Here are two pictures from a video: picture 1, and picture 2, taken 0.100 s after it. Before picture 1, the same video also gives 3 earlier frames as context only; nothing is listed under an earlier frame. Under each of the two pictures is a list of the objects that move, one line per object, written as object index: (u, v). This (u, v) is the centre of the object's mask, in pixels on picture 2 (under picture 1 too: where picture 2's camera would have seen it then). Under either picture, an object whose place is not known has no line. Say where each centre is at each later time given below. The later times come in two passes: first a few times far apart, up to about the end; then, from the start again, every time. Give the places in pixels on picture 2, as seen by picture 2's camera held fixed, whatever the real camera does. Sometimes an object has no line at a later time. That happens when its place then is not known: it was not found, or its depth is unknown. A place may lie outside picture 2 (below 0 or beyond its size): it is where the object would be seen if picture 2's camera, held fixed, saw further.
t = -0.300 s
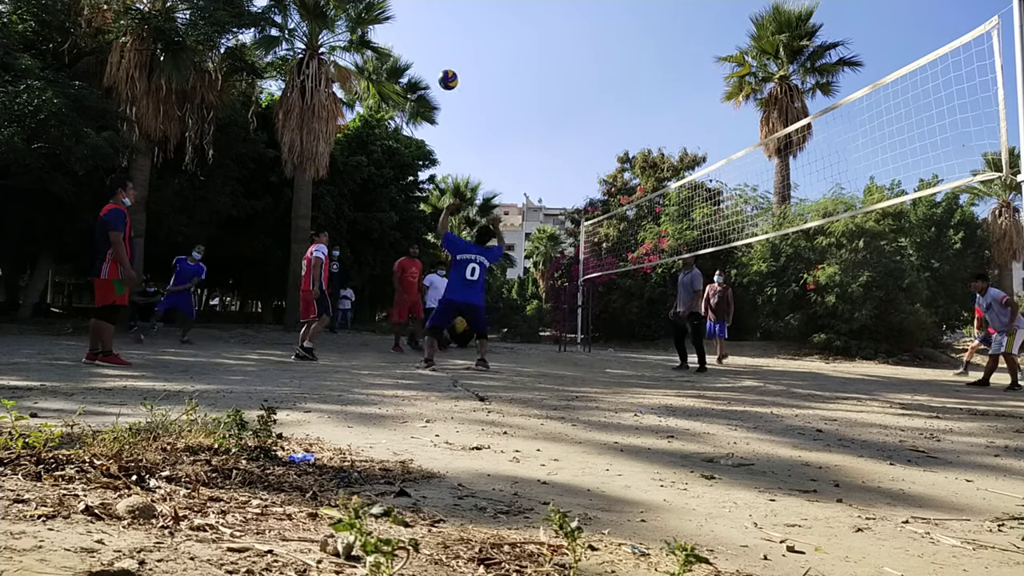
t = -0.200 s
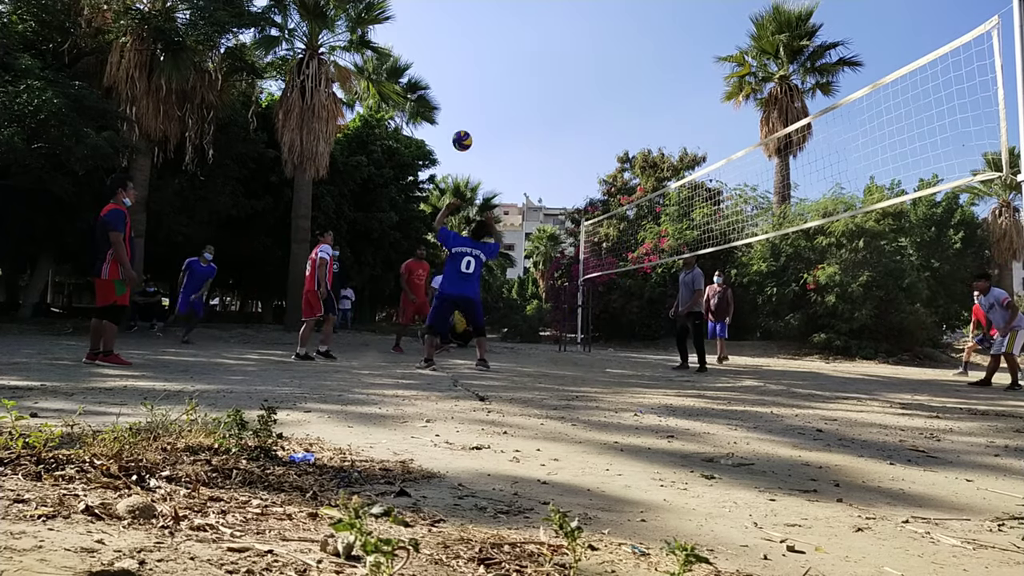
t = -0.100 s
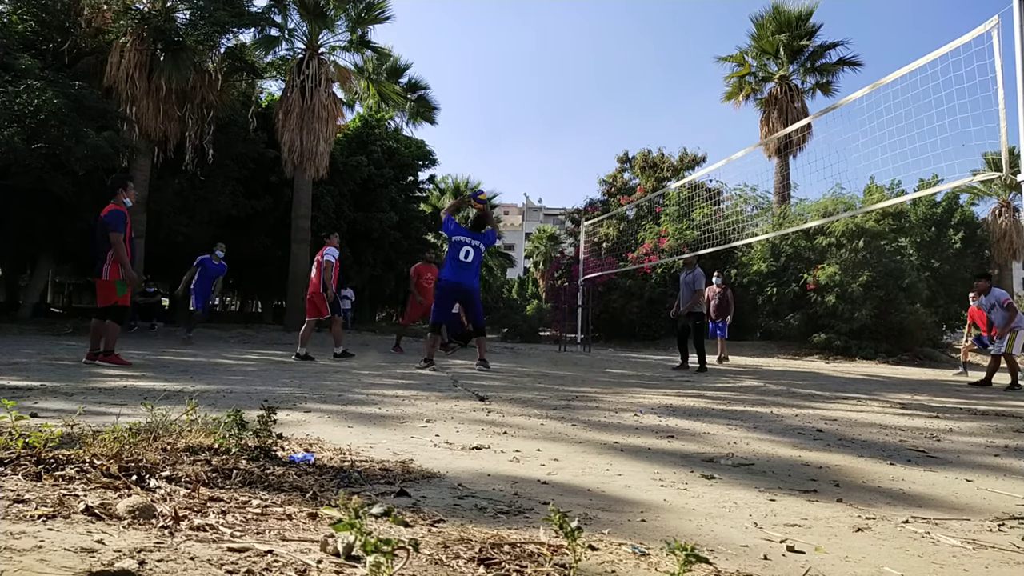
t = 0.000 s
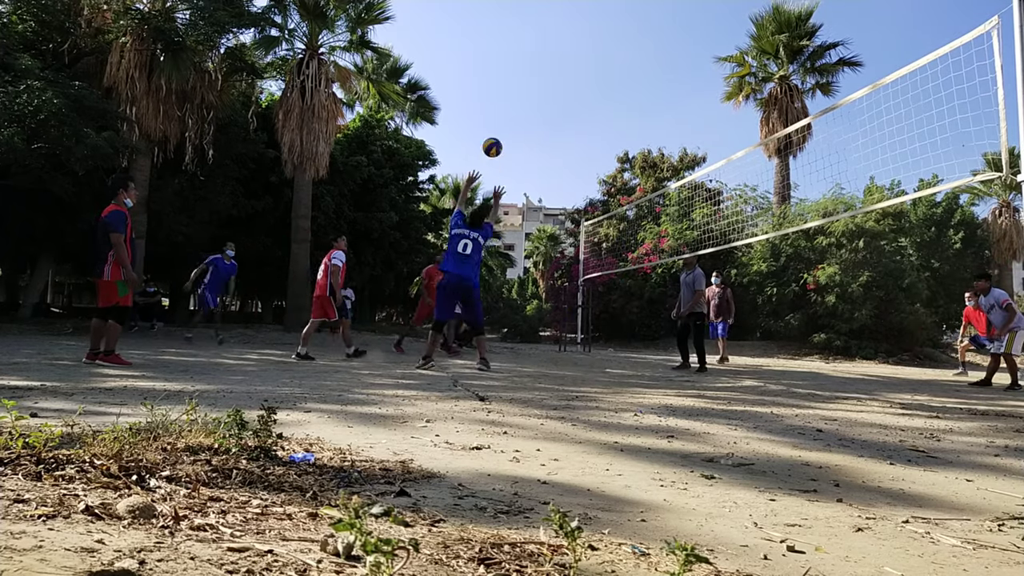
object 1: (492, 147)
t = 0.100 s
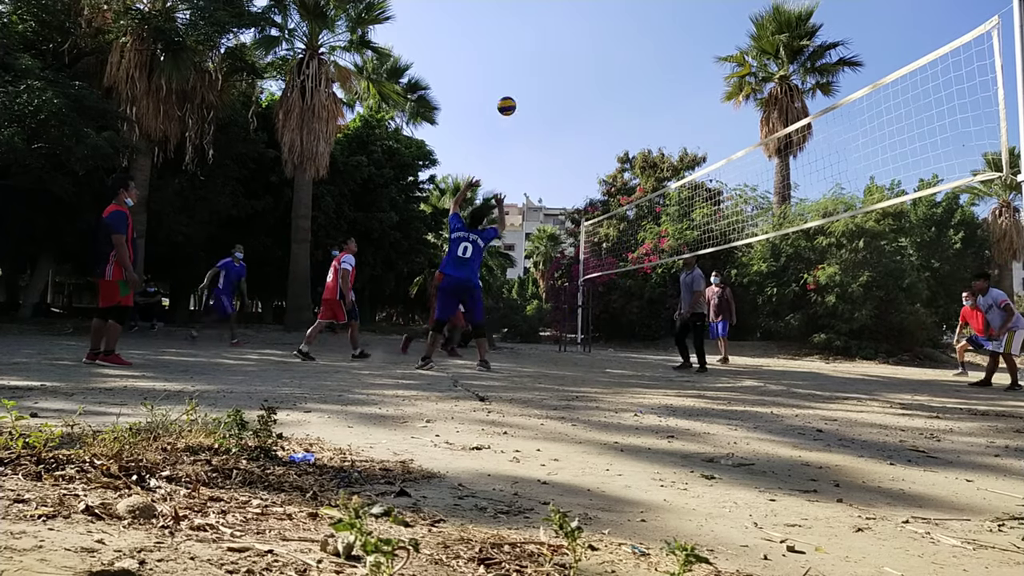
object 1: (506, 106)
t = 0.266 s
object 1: (527, 61)
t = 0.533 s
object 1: (556, 41)
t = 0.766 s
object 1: (576, 69)
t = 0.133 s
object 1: (511, 95)
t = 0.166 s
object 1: (515, 85)
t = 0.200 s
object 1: (519, 75)
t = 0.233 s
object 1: (523, 67)
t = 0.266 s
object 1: (527, 61)
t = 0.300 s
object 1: (531, 55)
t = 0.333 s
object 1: (535, 50)
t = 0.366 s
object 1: (539, 46)
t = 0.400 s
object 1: (542, 43)
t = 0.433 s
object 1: (546, 41)
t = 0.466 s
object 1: (549, 40)
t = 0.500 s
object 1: (553, 40)
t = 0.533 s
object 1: (556, 41)
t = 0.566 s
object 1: (559, 42)
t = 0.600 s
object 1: (562, 45)
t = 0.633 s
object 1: (565, 48)
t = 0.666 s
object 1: (568, 52)
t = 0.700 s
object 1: (571, 57)
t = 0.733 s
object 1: (574, 62)
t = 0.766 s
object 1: (576, 69)
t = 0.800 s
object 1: (579, 76)
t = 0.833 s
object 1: (581, 84)
